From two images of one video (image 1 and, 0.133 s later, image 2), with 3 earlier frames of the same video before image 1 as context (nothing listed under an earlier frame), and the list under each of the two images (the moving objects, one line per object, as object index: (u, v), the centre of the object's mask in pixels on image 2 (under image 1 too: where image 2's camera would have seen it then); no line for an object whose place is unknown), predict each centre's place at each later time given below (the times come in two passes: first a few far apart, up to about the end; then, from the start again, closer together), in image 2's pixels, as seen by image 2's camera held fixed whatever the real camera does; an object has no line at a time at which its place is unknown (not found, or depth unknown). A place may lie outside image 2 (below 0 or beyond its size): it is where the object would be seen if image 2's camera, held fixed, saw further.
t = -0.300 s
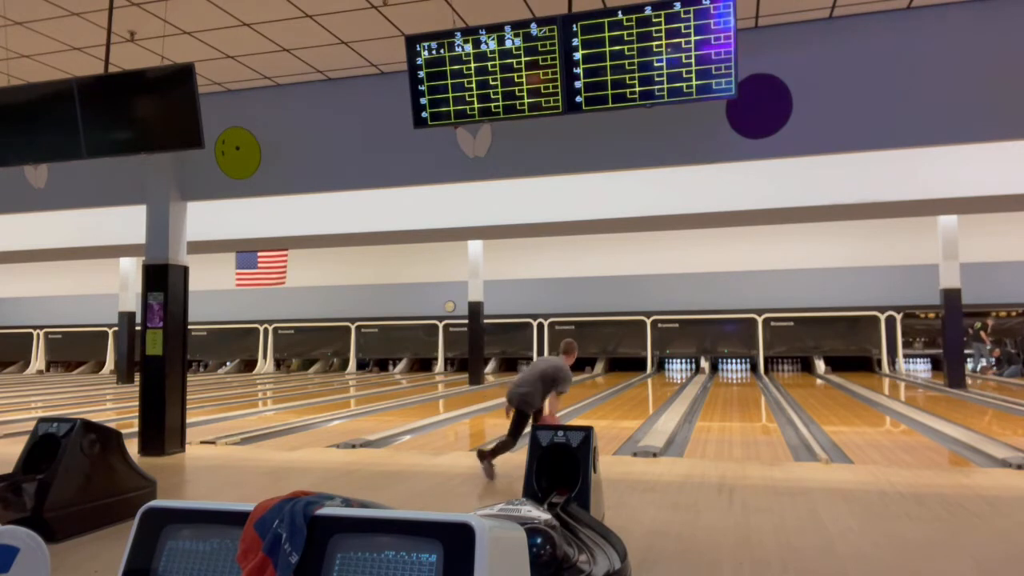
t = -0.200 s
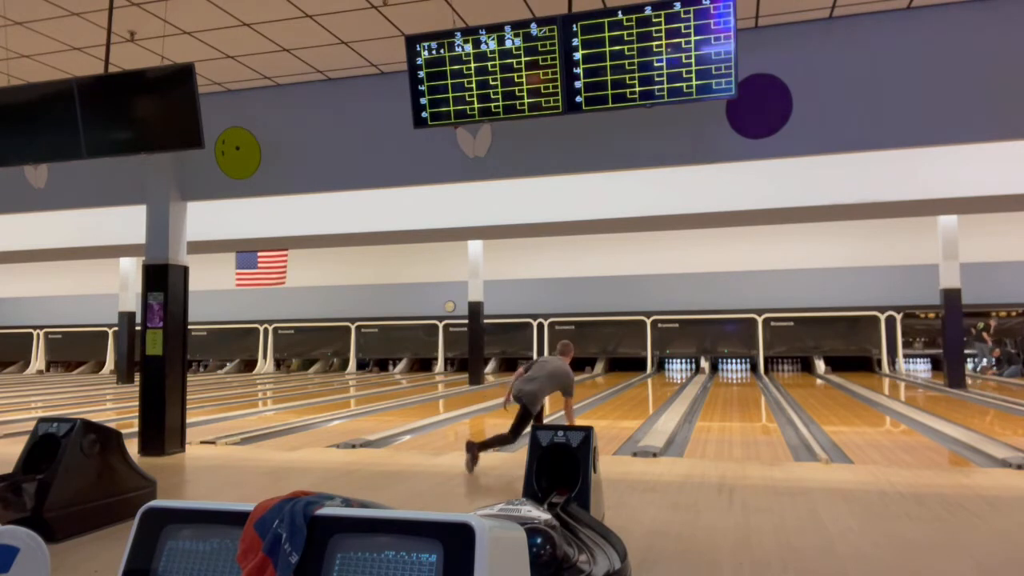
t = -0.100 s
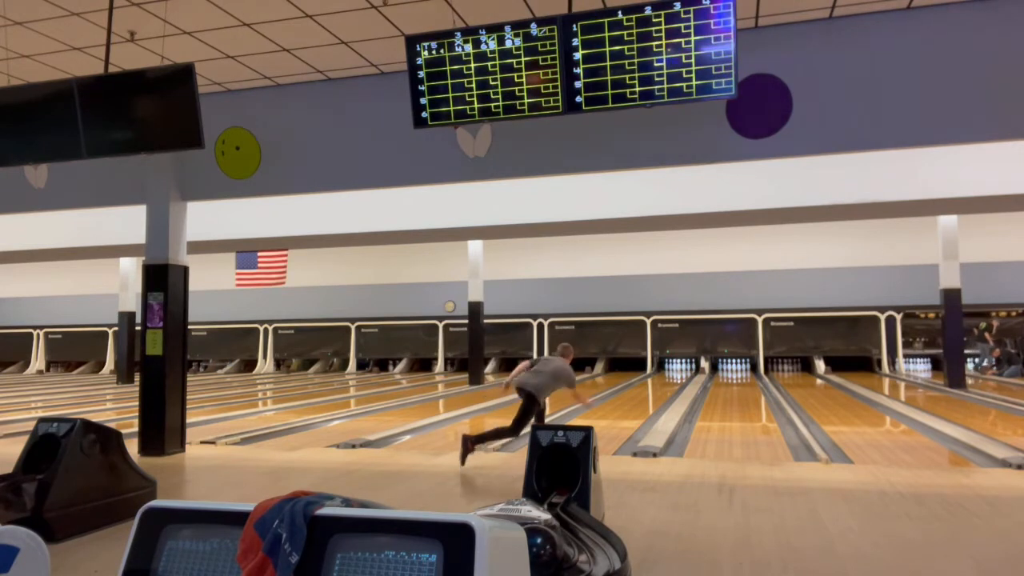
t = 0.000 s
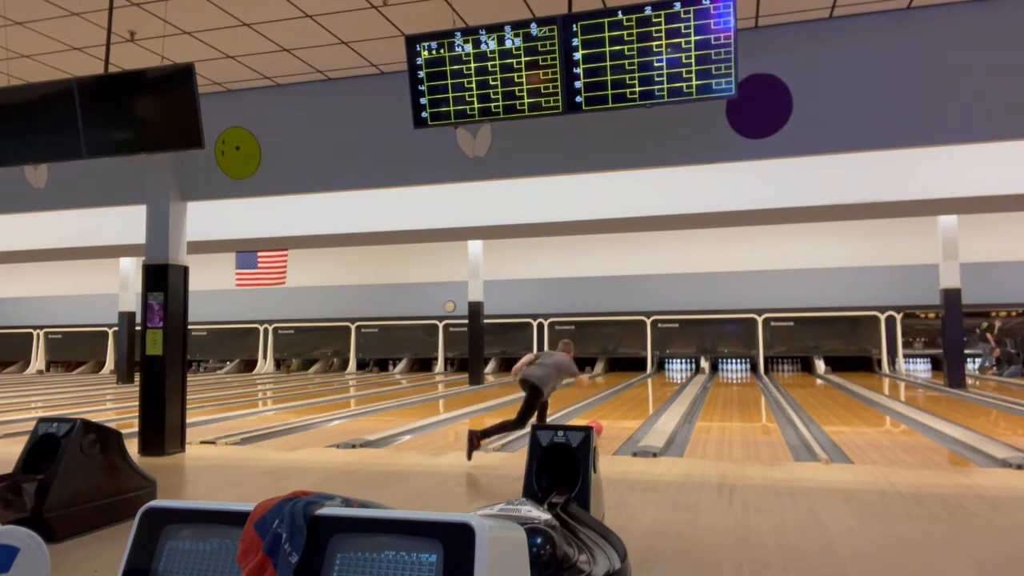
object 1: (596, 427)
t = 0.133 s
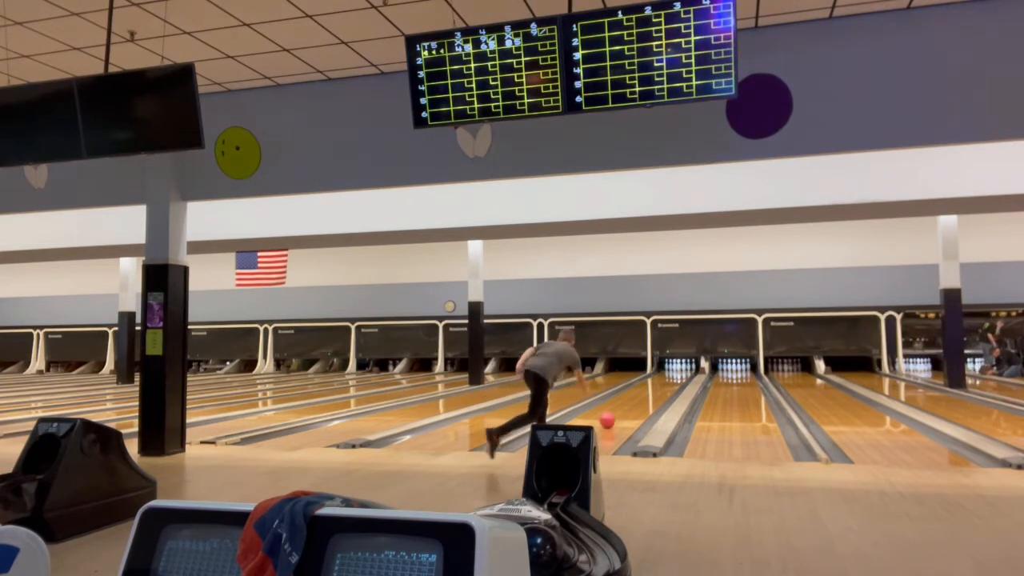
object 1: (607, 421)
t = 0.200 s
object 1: (612, 417)
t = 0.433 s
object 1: (629, 405)
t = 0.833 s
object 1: (649, 393)
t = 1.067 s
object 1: (657, 387)
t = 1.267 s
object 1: (662, 383)
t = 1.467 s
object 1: (666, 380)
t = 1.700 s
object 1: (671, 376)
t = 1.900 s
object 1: (674, 374)
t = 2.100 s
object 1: (675, 372)
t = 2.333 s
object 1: (675, 370)
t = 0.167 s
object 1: (610, 418)
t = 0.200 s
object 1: (612, 417)
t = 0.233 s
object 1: (615, 415)
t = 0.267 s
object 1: (618, 413)
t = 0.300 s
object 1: (621, 411)
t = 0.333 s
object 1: (622, 410)
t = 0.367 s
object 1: (625, 409)
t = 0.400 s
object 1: (627, 407)
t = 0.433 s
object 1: (629, 405)
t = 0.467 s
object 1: (632, 404)
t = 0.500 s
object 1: (633, 403)
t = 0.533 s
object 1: (635, 402)
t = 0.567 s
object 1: (637, 401)
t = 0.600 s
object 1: (638, 400)
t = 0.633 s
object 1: (640, 398)
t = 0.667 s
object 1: (642, 398)
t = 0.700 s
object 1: (643, 396)
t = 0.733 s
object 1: (645, 396)
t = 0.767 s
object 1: (646, 395)
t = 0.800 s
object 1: (648, 394)
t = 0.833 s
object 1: (649, 393)
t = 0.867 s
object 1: (650, 392)
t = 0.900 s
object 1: (651, 391)
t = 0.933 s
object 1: (653, 390)
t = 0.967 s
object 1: (654, 389)
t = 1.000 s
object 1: (655, 388)
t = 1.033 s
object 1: (656, 388)
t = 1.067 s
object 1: (657, 387)
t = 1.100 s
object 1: (658, 386)
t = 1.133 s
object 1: (659, 386)
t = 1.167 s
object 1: (660, 385)
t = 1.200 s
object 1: (661, 384)
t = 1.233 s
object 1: (662, 383)
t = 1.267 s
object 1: (662, 383)
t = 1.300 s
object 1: (662, 382)
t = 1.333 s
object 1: (664, 382)
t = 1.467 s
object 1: (666, 380)
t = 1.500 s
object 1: (667, 380)
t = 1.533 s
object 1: (668, 379)
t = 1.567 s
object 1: (669, 379)
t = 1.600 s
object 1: (669, 378)
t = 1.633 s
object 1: (670, 377)
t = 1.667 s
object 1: (670, 377)
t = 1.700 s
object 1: (671, 376)
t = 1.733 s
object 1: (672, 375)
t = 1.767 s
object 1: (672, 375)
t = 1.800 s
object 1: (672, 375)
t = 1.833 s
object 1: (672, 375)
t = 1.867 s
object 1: (674, 374)
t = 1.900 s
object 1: (674, 374)
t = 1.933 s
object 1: (674, 373)
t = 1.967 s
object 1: (675, 373)
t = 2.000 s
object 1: (675, 373)
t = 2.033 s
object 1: (675, 373)
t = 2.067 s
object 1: (675, 372)
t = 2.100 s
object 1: (675, 372)
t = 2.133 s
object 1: (675, 372)
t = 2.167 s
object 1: (675, 372)
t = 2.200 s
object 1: (675, 371)
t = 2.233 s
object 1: (675, 371)
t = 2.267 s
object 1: (675, 371)
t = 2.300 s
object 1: (675, 371)
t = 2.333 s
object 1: (675, 370)
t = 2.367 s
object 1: (675, 370)
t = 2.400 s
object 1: (675, 370)
